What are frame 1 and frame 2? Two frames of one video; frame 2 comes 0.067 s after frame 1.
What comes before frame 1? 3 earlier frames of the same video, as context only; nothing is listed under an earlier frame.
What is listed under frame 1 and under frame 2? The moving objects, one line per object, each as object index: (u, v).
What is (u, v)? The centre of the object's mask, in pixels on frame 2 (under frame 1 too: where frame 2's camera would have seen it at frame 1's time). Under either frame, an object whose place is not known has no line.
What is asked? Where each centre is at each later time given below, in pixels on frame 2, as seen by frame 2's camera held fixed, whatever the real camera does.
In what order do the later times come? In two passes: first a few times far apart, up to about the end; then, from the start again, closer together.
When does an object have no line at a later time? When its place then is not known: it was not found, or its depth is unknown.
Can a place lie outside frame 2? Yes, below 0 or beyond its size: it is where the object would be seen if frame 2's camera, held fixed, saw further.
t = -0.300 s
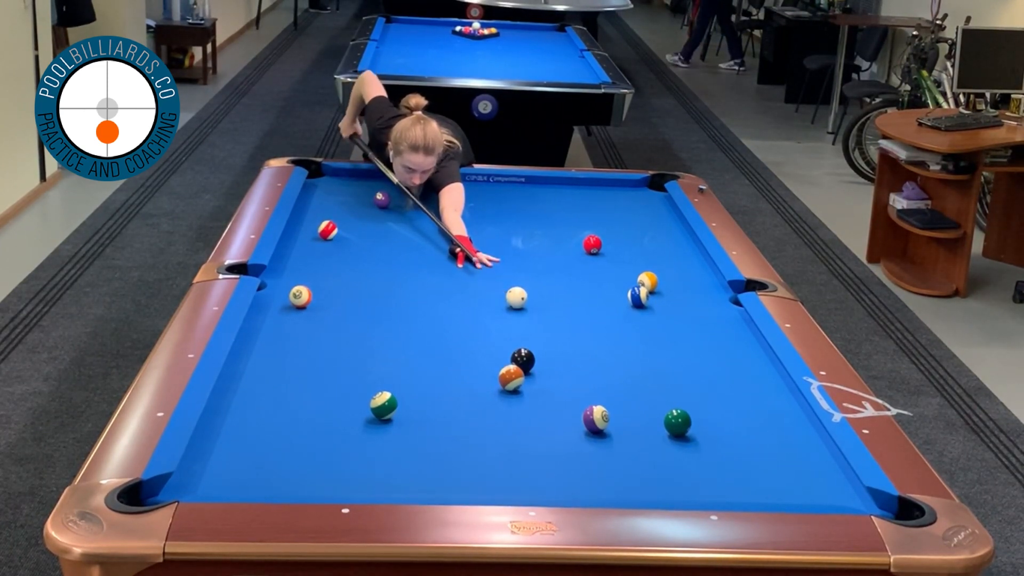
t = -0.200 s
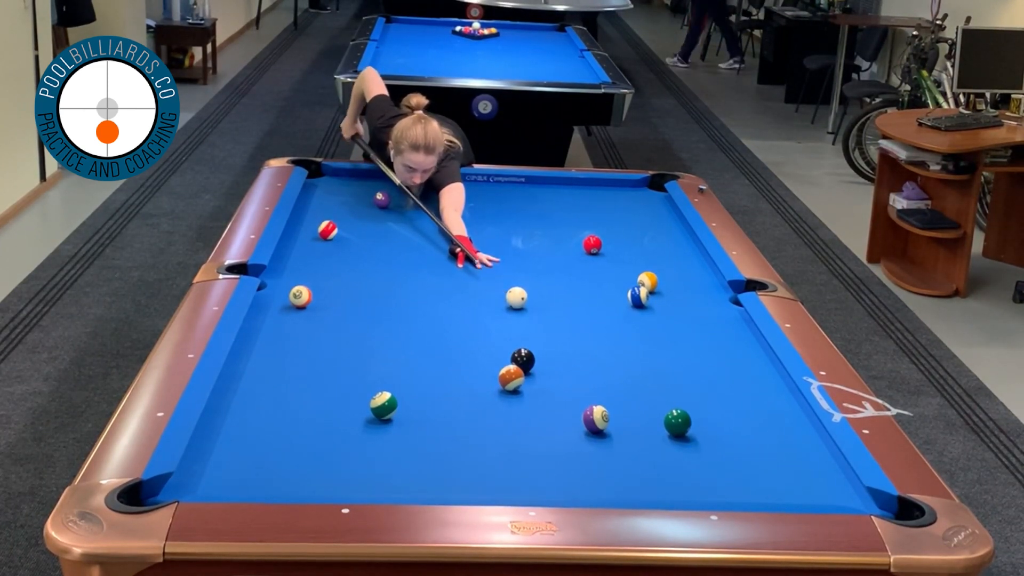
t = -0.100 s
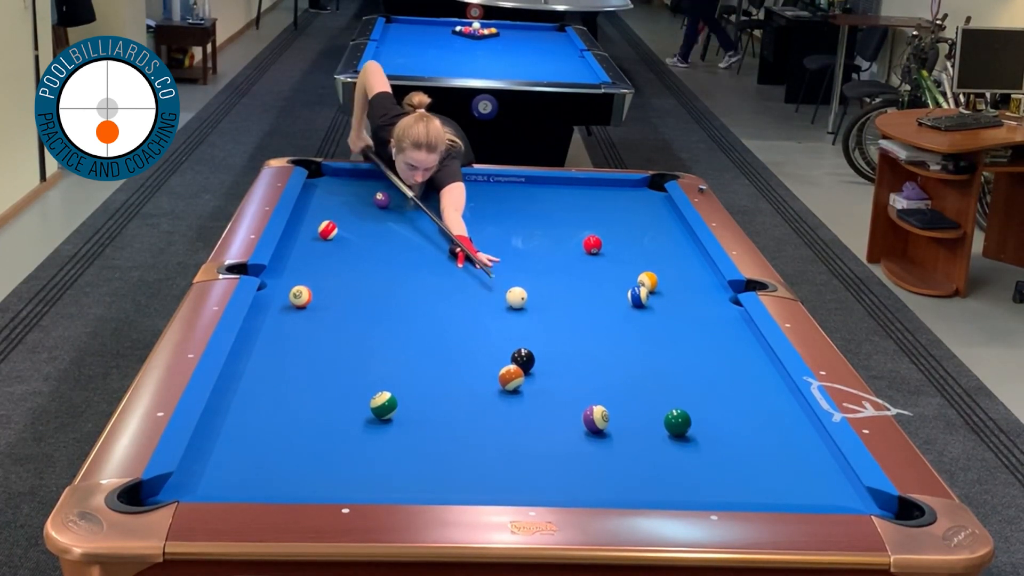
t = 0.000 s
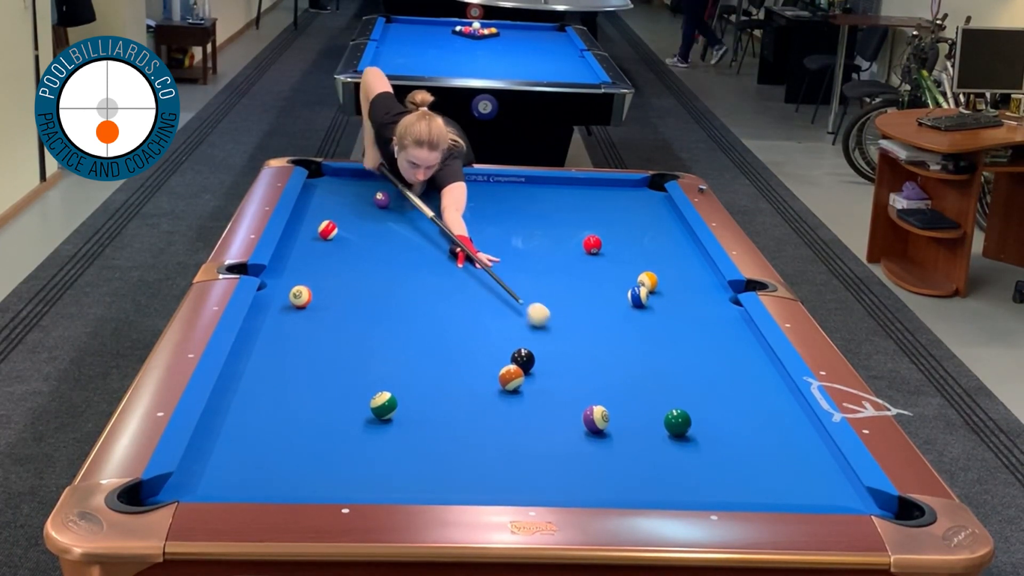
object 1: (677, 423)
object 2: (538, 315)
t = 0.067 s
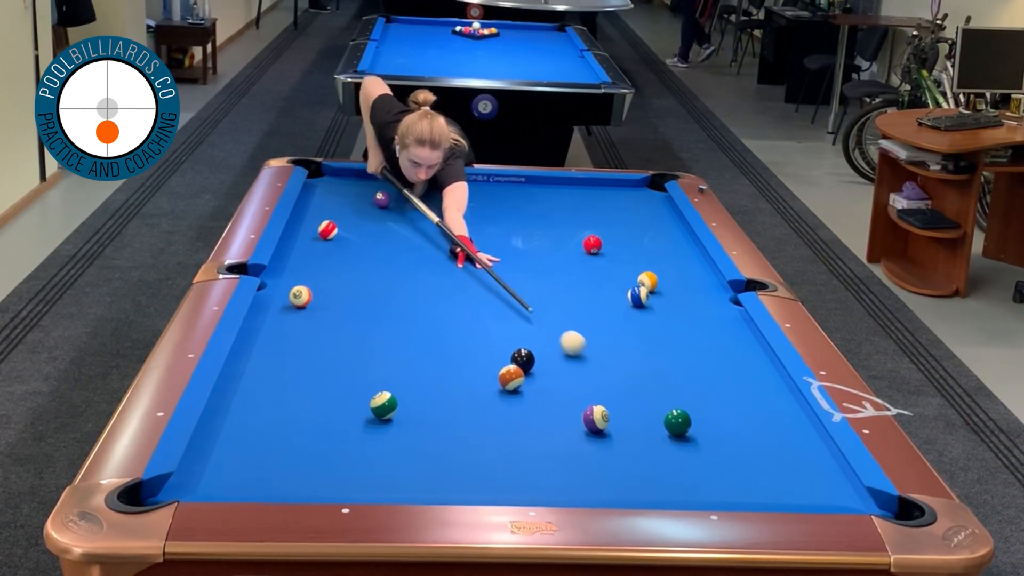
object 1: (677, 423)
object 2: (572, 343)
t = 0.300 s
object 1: (762, 460)
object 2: (633, 424)
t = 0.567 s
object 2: (586, 469)
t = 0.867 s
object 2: (515, 475)
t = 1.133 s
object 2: (446, 448)
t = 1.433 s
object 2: (377, 422)
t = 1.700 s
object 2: (321, 402)
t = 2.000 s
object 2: (265, 381)
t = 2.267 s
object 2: (247, 365)
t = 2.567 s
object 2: (283, 351)
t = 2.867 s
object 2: (314, 339)
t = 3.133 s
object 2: (340, 329)
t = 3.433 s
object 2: (365, 319)
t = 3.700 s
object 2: (385, 311)
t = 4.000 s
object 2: (406, 303)
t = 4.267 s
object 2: (422, 298)
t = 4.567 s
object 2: (438, 292)
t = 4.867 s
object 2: (452, 286)
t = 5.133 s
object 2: (464, 283)
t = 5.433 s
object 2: (475, 279)
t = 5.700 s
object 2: (483, 276)
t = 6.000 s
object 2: (490, 273)
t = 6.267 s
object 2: (496, 271)
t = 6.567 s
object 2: (501, 270)
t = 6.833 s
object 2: (504, 269)
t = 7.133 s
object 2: (507, 269)
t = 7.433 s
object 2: (507, 269)
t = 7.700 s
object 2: (508, 269)
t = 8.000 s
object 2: (508, 269)
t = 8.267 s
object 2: (508, 269)
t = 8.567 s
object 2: (508, 269)
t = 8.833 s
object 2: (508, 269)
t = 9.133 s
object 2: (508, 269)
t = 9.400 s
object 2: (508, 269)
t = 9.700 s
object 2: (508, 269)
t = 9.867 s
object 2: (508, 269)
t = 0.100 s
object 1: (677, 423)
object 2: (590, 358)
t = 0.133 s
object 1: (677, 423)
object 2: (609, 374)
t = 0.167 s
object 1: (677, 423)
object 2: (629, 390)
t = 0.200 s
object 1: (678, 423)
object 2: (649, 407)
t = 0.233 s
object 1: (698, 431)
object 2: (650, 415)
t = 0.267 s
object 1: (730, 445)
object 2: (641, 420)
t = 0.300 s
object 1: (762, 460)
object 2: (633, 424)
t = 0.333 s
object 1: (796, 475)
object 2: (625, 429)
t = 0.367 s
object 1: (829, 489)
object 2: (619, 434)
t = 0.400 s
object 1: (864, 501)
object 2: (614, 439)
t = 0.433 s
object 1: (896, 513)
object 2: (608, 445)
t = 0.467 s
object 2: (603, 451)
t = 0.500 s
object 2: (598, 457)
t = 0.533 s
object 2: (592, 463)
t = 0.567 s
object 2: (586, 469)
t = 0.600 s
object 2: (581, 475)
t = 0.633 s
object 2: (575, 481)
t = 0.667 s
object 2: (569, 486)
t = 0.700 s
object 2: (563, 489)
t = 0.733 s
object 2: (553, 487)
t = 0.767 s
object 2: (543, 484)
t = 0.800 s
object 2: (534, 481)
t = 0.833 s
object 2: (524, 479)
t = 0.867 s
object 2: (515, 475)
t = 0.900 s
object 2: (506, 471)
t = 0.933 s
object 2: (497, 468)
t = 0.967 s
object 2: (488, 464)
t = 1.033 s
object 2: (471, 458)
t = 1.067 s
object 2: (463, 455)
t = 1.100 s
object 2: (454, 452)
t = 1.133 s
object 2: (446, 448)
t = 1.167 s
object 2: (438, 445)
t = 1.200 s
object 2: (430, 442)
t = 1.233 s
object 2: (422, 439)
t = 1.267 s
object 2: (414, 436)
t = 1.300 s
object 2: (406, 434)
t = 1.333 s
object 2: (399, 431)
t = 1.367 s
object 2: (391, 428)
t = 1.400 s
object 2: (384, 425)
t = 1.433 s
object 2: (377, 422)
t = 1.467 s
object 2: (370, 420)
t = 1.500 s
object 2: (363, 417)
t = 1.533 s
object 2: (356, 414)
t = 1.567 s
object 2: (348, 412)
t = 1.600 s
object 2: (342, 409)
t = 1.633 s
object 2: (335, 407)
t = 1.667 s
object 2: (328, 404)
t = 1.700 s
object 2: (321, 402)
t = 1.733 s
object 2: (315, 399)
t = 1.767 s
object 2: (309, 397)
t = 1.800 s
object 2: (302, 394)
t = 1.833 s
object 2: (296, 392)
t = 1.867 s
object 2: (290, 390)
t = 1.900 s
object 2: (283, 388)
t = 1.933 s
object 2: (277, 385)
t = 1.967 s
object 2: (271, 383)
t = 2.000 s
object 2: (265, 381)
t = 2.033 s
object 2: (259, 379)
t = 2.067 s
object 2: (253, 377)
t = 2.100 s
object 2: (248, 375)
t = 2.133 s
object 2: (242, 372)
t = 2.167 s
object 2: (237, 370)
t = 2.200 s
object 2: (237, 368)
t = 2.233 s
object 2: (242, 367)
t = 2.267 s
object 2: (247, 365)
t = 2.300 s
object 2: (251, 364)
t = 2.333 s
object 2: (255, 362)
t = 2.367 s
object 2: (259, 360)
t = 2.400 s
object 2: (263, 359)
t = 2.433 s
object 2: (267, 357)
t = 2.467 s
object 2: (271, 355)
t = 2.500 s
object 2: (275, 354)
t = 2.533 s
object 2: (279, 352)
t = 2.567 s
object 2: (283, 351)
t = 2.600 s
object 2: (287, 350)
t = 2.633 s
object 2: (290, 348)
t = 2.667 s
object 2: (294, 347)
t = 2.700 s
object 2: (297, 345)
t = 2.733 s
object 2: (301, 344)
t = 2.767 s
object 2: (304, 343)
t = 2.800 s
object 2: (308, 341)
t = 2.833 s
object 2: (311, 340)
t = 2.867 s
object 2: (314, 339)
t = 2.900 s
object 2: (318, 338)
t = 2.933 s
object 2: (321, 336)
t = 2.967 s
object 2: (324, 335)
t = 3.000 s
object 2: (327, 334)
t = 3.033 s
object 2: (331, 332)
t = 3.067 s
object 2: (334, 331)
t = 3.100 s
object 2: (337, 330)
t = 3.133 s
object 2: (340, 329)
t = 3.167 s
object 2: (343, 328)
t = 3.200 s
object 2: (346, 326)
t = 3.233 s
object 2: (348, 326)
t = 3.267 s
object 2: (351, 324)
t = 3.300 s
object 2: (354, 323)
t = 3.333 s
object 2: (357, 322)
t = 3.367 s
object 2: (360, 321)
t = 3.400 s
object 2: (362, 320)
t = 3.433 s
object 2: (365, 319)
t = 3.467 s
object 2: (368, 318)
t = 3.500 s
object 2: (370, 317)
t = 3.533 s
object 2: (373, 316)
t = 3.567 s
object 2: (375, 315)
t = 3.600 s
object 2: (378, 314)
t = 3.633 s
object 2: (380, 313)
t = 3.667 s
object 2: (383, 312)
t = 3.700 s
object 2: (385, 311)
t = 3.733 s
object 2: (388, 310)
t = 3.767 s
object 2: (390, 310)
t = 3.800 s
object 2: (392, 309)
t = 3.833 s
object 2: (394, 308)
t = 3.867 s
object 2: (397, 307)
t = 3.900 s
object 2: (399, 306)
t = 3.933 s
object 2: (401, 305)
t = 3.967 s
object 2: (404, 304)
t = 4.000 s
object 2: (406, 303)
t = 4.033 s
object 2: (408, 303)
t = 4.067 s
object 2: (410, 302)
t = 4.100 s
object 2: (412, 301)
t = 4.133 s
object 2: (414, 300)
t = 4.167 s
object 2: (416, 300)
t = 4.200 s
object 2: (418, 299)
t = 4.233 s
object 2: (420, 298)
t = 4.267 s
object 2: (422, 298)
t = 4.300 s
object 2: (424, 297)
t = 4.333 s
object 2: (426, 296)
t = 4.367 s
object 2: (428, 295)
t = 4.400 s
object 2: (429, 295)
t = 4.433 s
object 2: (431, 294)
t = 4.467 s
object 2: (433, 293)
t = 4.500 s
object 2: (435, 293)
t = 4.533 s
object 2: (436, 292)
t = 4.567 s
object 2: (438, 292)
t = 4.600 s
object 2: (440, 291)
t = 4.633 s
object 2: (441, 290)
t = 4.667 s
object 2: (443, 290)
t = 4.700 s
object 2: (445, 289)
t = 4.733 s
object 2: (446, 289)
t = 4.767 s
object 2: (448, 288)
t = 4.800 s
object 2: (449, 287)
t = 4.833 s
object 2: (451, 287)
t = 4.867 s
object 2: (452, 286)
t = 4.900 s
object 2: (454, 286)
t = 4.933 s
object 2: (455, 285)
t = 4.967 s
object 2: (457, 285)
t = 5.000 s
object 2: (458, 284)
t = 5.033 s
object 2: (460, 284)
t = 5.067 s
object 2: (461, 284)
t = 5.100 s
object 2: (462, 283)
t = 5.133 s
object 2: (464, 283)
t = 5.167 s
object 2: (465, 282)
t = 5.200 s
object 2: (466, 282)
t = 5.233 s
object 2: (468, 281)
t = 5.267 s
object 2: (469, 281)
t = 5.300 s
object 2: (470, 280)
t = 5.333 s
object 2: (471, 280)
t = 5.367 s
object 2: (472, 280)
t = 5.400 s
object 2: (473, 279)
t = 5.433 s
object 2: (475, 279)
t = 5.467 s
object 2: (476, 278)
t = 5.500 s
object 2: (477, 278)
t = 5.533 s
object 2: (478, 278)
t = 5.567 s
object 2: (479, 277)
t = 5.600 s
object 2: (480, 277)
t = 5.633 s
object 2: (481, 276)
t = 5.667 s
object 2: (482, 276)
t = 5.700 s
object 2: (483, 276)
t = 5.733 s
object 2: (484, 276)
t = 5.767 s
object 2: (484, 275)
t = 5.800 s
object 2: (486, 275)
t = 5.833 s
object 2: (486, 275)
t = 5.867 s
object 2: (487, 274)
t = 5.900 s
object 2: (488, 274)
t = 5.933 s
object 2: (489, 274)
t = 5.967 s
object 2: (490, 274)
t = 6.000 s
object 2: (490, 273)
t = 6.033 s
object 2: (491, 273)
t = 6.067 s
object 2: (492, 273)
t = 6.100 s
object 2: (493, 273)
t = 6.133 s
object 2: (494, 272)
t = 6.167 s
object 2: (494, 272)
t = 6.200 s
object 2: (495, 272)
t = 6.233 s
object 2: (496, 272)
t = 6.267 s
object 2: (496, 271)
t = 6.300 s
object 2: (497, 271)
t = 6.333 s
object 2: (497, 271)
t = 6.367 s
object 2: (498, 271)
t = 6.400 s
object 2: (499, 271)
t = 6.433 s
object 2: (499, 271)
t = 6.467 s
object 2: (500, 271)
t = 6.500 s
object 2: (500, 271)
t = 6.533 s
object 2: (501, 270)
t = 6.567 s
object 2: (501, 270)
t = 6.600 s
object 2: (502, 270)
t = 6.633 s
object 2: (502, 270)
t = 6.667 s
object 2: (502, 270)
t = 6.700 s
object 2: (503, 270)
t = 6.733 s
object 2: (503, 270)
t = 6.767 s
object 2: (503, 270)
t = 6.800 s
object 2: (504, 270)
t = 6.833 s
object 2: (504, 269)
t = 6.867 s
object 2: (505, 269)
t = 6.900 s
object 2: (505, 269)
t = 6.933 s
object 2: (505, 269)
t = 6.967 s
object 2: (505, 269)
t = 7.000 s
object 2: (506, 269)
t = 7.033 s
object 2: (506, 269)
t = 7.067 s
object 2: (506, 269)
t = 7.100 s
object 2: (506, 269)
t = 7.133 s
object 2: (507, 269)
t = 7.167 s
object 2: (506, 269)
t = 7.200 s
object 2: (507, 269)
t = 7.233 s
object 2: (507, 269)
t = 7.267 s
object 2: (507, 269)
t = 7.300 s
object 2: (507, 269)
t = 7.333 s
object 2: (507, 269)
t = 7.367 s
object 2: (507, 269)
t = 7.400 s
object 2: (507, 269)
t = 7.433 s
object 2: (507, 269)
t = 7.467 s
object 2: (507, 269)
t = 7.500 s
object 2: (507, 269)
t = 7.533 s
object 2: (507, 269)
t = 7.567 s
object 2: (507, 269)
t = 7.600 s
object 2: (507, 269)
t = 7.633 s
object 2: (507, 269)
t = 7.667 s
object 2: (507, 269)
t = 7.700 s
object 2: (508, 269)
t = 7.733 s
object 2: (508, 269)
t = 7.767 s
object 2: (507, 269)
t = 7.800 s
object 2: (508, 269)
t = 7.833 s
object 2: (507, 269)
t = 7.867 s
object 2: (507, 269)
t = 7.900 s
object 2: (508, 269)
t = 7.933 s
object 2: (508, 269)
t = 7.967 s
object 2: (508, 269)
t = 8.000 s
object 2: (508, 269)
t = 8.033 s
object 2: (508, 269)
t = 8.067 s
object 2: (508, 269)
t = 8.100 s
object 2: (508, 269)
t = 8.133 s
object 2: (508, 269)
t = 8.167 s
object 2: (508, 269)
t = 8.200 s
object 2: (508, 268)
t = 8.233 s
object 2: (508, 269)
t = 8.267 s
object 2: (508, 269)
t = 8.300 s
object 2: (508, 269)
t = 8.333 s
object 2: (508, 269)
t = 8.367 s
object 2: (508, 269)
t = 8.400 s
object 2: (508, 269)
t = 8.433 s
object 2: (508, 269)
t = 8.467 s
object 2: (507, 269)
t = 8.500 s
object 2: (508, 269)
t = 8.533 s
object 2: (508, 269)
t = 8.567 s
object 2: (508, 269)
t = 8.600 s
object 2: (508, 269)
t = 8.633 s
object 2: (508, 269)
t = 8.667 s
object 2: (508, 269)
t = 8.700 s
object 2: (508, 269)
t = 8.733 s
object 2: (508, 269)
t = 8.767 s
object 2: (508, 269)
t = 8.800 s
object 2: (508, 269)
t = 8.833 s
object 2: (508, 269)
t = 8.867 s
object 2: (508, 269)
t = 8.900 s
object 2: (507, 269)
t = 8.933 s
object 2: (508, 269)
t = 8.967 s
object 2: (508, 269)
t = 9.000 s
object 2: (508, 269)
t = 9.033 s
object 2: (508, 269)
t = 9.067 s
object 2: (508, 269)
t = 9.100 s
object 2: (508, 269)
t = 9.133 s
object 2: (508, 269)
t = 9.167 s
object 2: (508, 269)
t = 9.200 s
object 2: (507, 269)
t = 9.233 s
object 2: (508, 269)
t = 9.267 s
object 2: (508, 269)
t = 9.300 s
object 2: (508, 269)
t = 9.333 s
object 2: (508, 269)
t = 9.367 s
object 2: (508, 269)
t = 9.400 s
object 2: (508, 269)
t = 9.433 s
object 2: (508, 269)
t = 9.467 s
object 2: (508, 269)
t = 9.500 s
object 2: (508, 269)
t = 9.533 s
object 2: (508, 269)
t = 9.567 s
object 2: (507, 269)
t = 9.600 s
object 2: (507, 269)
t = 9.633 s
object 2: (508, 269)
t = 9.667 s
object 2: (508, 269)
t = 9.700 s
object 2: (508, 269)
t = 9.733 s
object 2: (508, 269)
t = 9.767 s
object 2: (508, 269)
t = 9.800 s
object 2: (507, 269)
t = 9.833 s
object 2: (507, 269)
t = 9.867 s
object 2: (508, 269)
